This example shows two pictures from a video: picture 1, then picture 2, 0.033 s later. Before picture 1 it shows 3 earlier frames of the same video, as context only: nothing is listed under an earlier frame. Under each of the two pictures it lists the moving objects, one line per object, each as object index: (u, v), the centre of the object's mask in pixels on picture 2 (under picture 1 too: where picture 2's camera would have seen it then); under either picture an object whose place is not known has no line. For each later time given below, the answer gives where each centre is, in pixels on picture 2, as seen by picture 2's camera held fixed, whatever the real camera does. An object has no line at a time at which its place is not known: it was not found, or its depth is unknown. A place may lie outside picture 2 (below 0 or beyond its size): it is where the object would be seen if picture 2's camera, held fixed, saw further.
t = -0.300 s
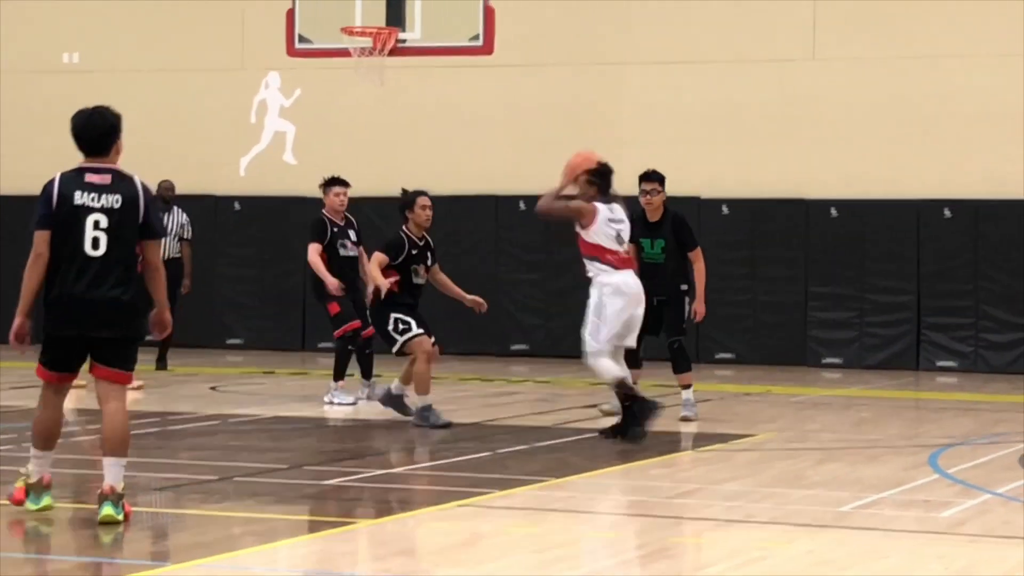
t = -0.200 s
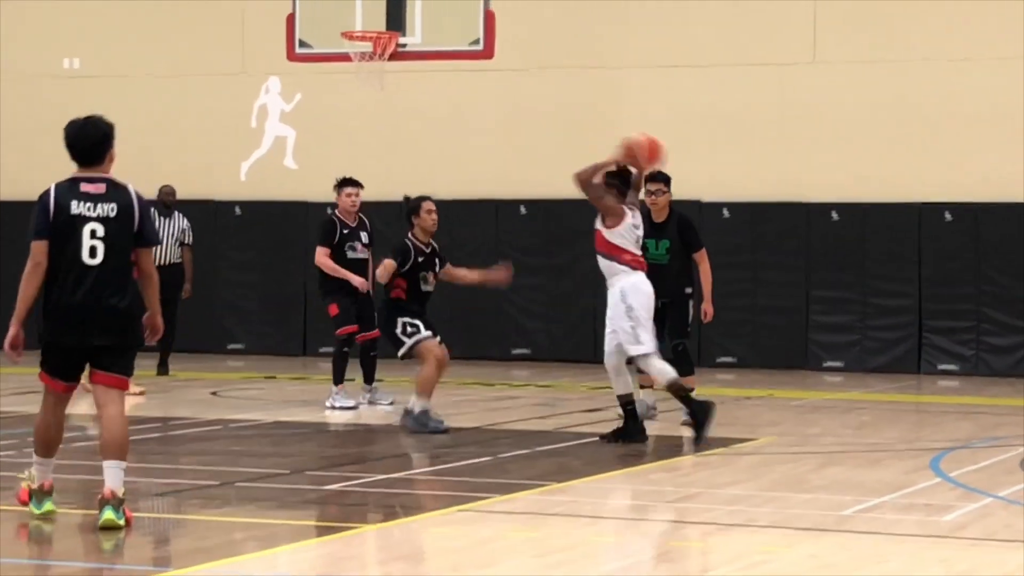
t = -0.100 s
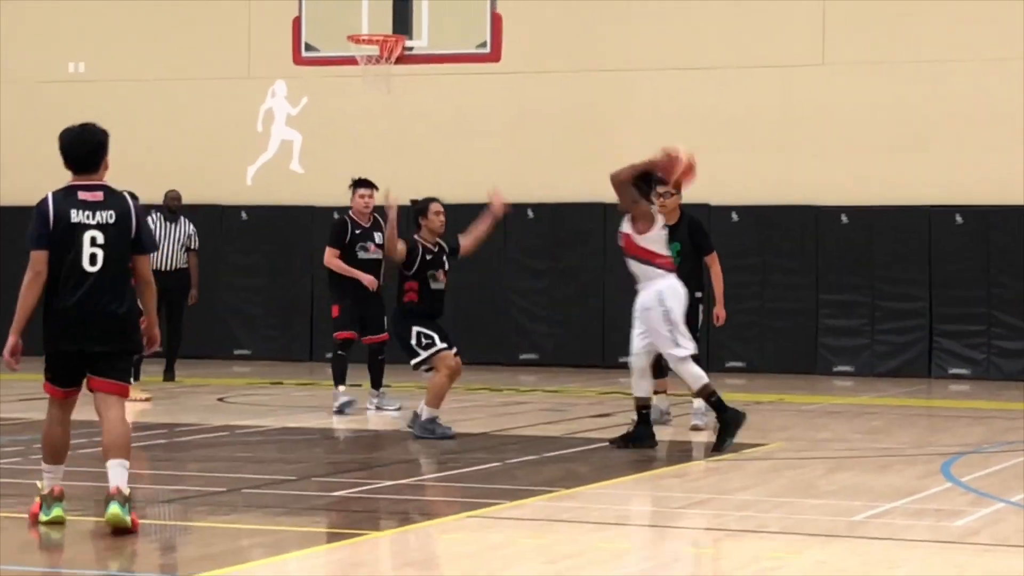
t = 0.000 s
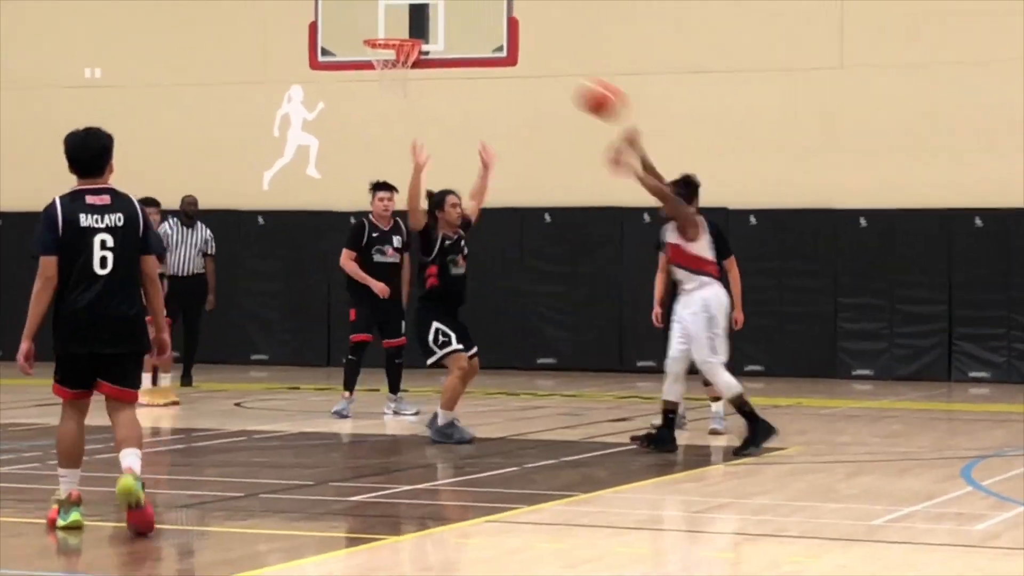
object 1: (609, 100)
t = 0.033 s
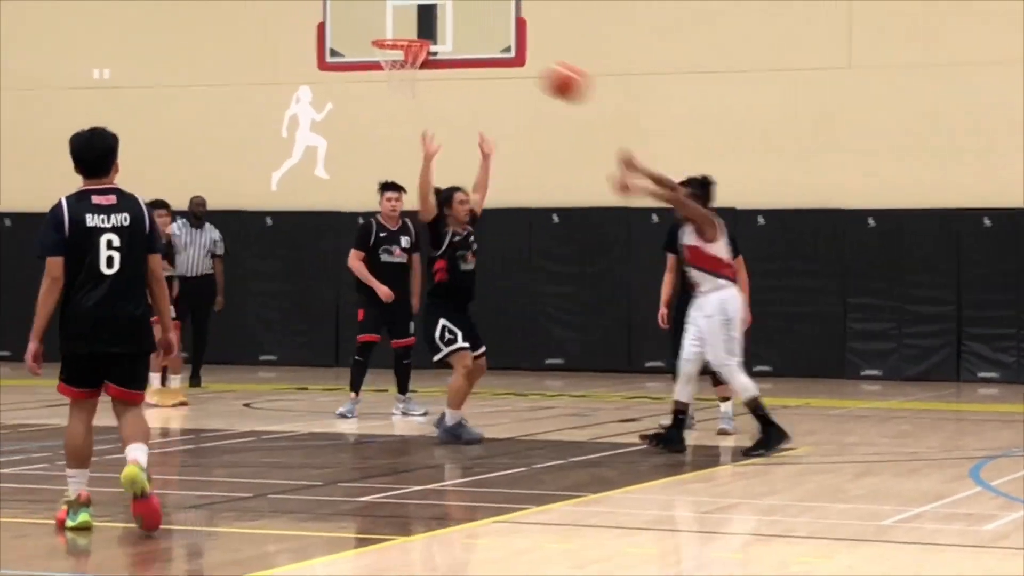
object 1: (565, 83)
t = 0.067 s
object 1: (527, 68)
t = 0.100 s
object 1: (482, 51)
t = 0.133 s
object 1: (443, 37)
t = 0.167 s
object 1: (389, 30)
